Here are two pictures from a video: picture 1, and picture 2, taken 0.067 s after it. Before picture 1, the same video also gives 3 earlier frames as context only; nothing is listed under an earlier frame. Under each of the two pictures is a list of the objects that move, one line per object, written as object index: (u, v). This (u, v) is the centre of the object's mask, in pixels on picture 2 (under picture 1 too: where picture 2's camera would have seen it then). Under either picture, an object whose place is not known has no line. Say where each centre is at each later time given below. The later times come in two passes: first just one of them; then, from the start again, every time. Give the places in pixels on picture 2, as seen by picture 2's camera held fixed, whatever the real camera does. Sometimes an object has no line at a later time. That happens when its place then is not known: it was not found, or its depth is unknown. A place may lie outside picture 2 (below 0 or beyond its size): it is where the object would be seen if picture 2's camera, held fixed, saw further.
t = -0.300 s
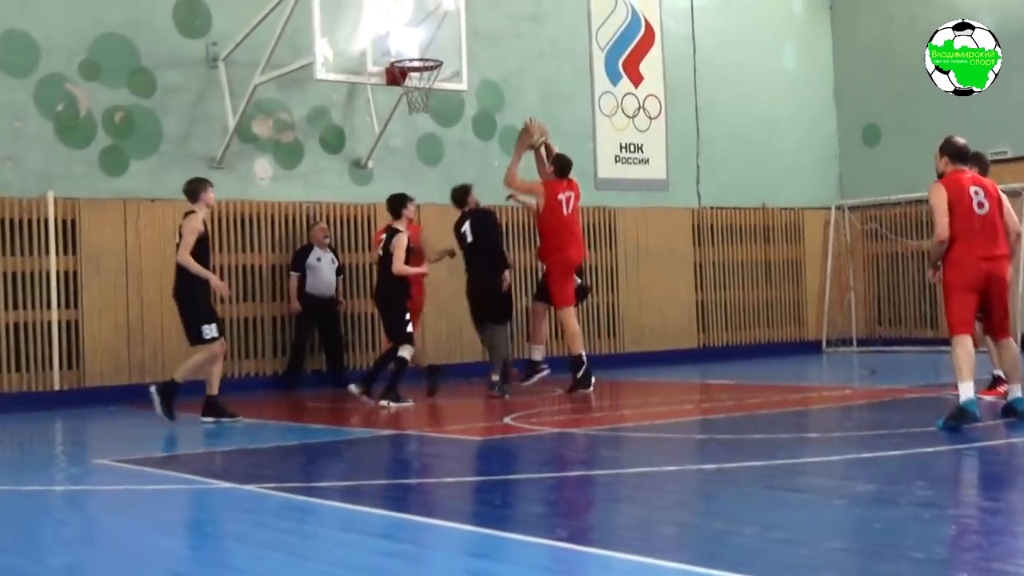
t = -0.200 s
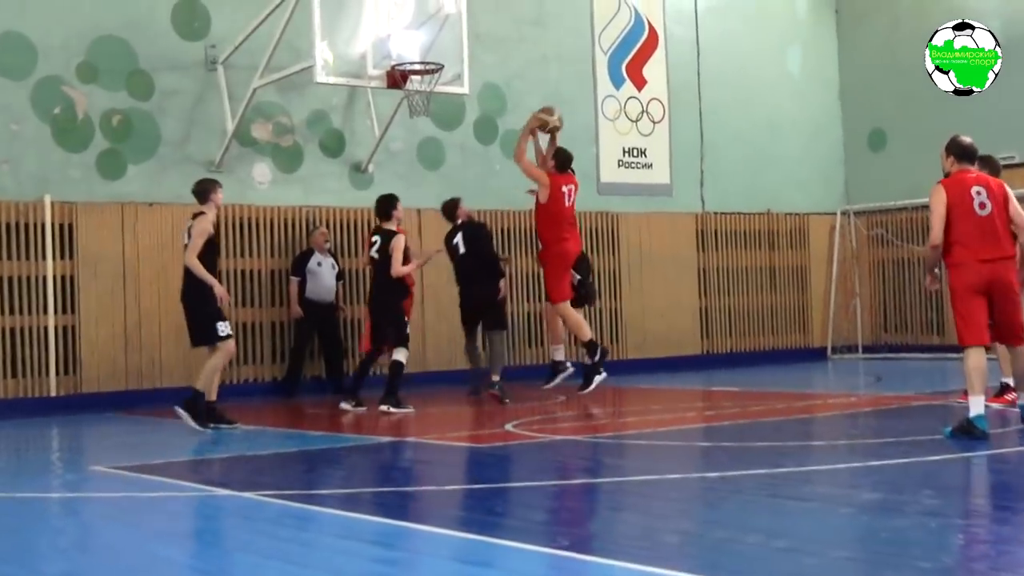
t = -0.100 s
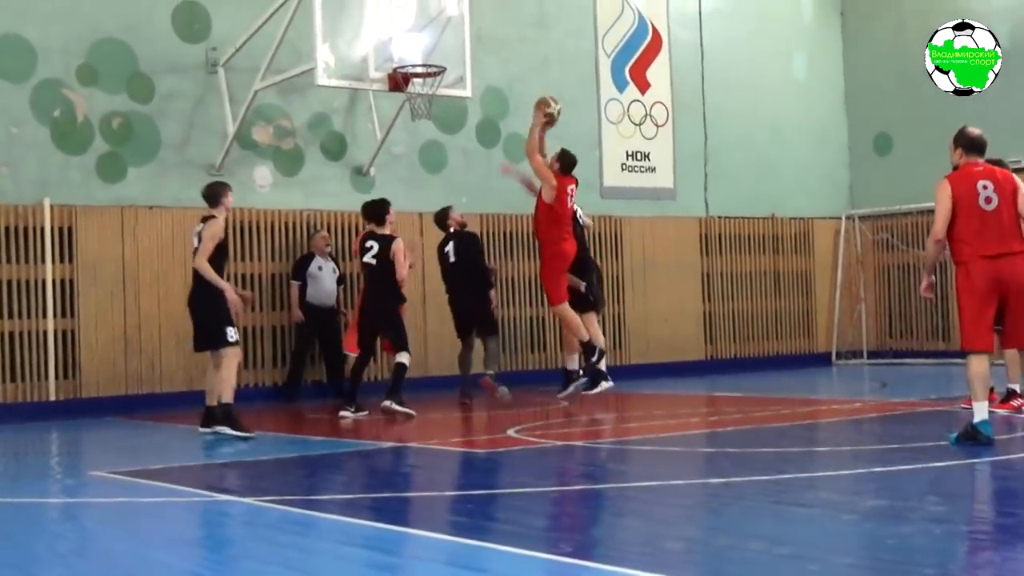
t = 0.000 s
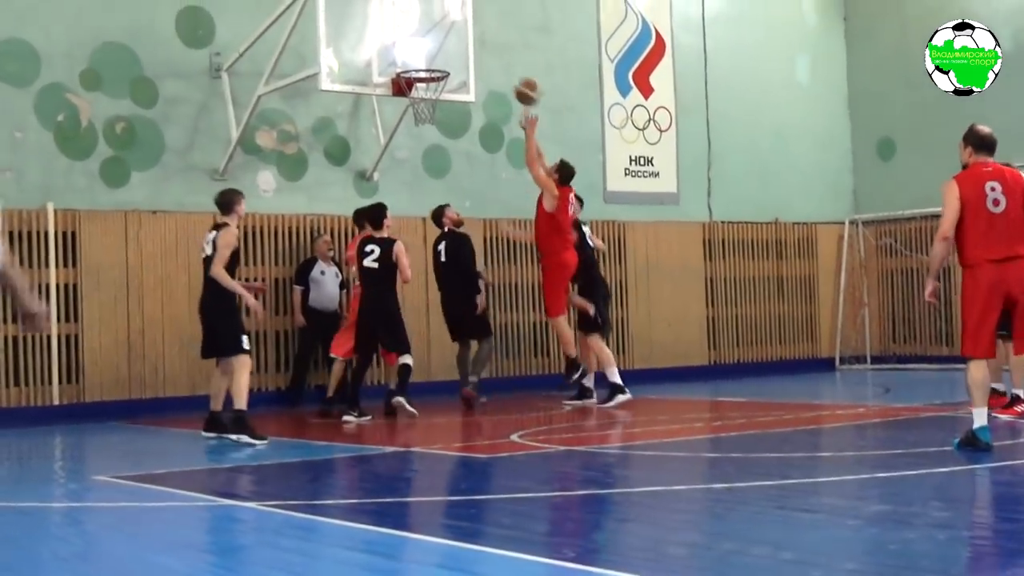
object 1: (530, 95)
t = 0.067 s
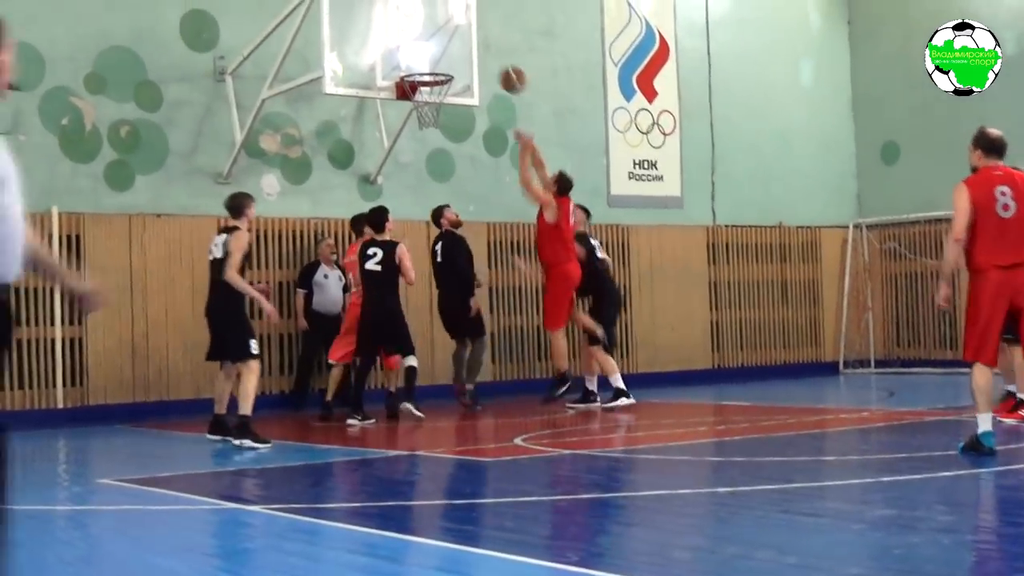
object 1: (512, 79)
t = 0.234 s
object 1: (467, 61)
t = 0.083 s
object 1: (508, 76)
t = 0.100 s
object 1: (503, 73)
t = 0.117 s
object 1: (498, 70)
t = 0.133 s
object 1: (494, 68)
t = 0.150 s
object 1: (490, 66)
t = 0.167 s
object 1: (485, 64)
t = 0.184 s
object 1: (481, 63)
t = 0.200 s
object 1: (476, 62)
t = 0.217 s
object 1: (471, 61)
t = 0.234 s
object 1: (467, 61)
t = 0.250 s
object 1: (463, 60)
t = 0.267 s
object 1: (459, 60)
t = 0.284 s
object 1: (455, 61)
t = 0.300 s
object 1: (450, 62)
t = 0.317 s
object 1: (446, 63)
